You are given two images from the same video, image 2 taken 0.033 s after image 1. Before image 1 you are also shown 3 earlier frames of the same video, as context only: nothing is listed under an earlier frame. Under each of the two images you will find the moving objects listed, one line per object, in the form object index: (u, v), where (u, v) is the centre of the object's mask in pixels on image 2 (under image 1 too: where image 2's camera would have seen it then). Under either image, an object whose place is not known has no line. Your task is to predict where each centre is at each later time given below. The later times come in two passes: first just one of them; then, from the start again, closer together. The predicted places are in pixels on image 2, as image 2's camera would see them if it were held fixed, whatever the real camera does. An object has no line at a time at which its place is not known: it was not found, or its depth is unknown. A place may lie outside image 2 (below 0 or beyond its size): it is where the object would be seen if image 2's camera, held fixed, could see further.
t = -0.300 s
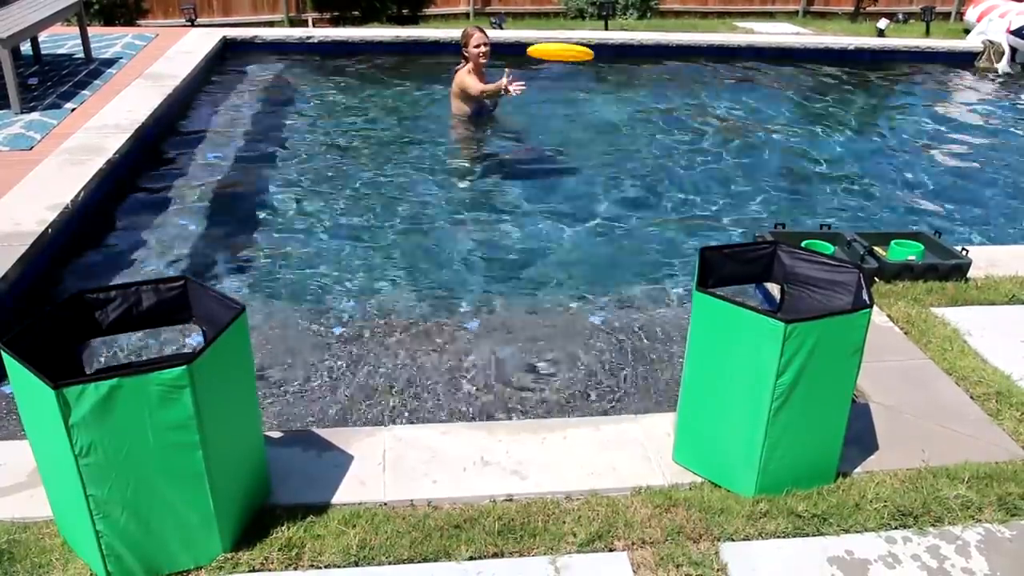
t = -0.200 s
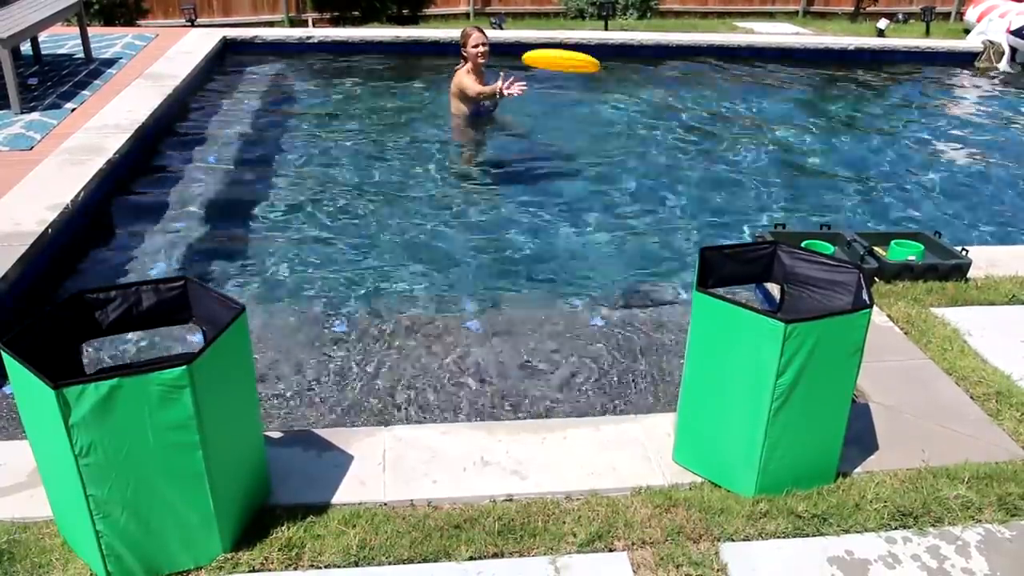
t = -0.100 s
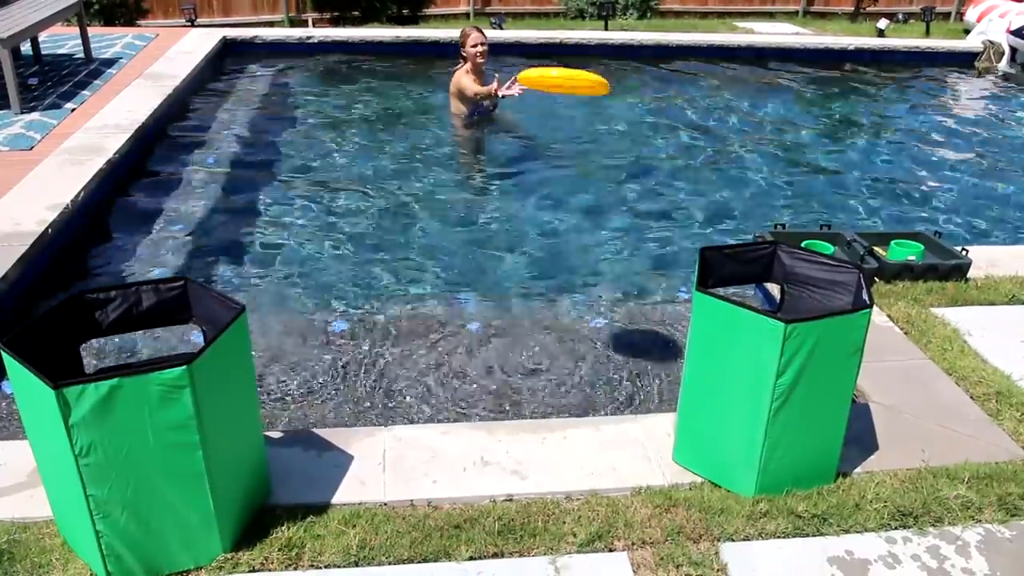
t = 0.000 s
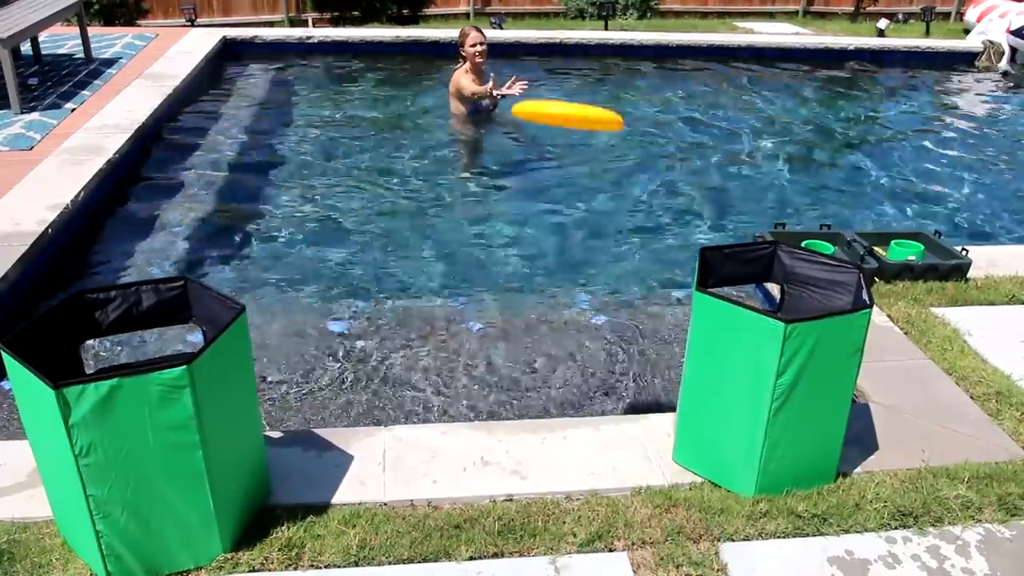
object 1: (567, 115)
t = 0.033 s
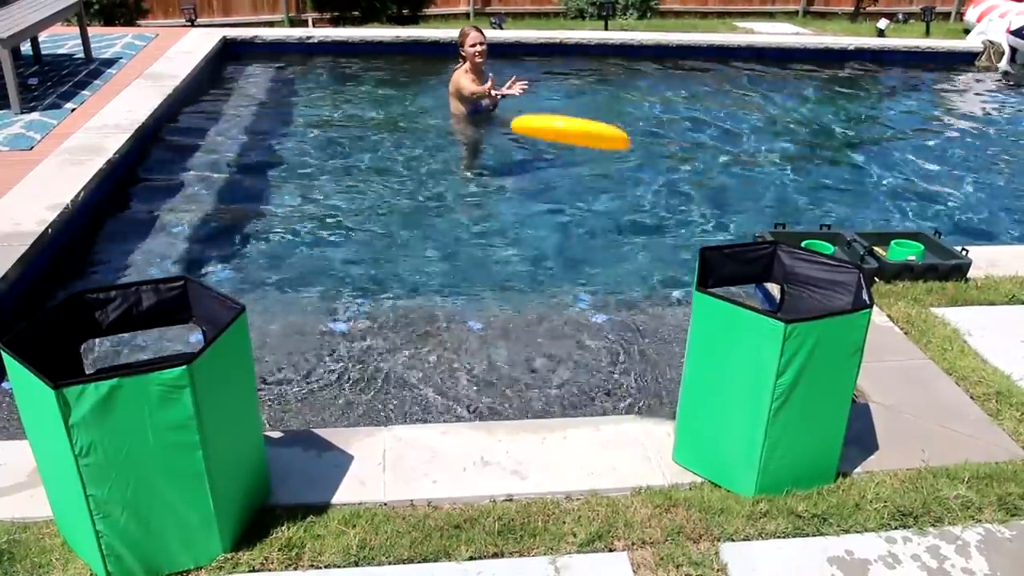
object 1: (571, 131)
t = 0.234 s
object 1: (613, 329)
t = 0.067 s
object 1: (573, 150)
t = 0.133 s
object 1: (584, 200)
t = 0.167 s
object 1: (593, 235)
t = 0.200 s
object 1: (600, 277)
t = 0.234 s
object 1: (613, 329)
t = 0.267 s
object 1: (629, 392)
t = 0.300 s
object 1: (654, 477)
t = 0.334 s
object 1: (647, 540)
